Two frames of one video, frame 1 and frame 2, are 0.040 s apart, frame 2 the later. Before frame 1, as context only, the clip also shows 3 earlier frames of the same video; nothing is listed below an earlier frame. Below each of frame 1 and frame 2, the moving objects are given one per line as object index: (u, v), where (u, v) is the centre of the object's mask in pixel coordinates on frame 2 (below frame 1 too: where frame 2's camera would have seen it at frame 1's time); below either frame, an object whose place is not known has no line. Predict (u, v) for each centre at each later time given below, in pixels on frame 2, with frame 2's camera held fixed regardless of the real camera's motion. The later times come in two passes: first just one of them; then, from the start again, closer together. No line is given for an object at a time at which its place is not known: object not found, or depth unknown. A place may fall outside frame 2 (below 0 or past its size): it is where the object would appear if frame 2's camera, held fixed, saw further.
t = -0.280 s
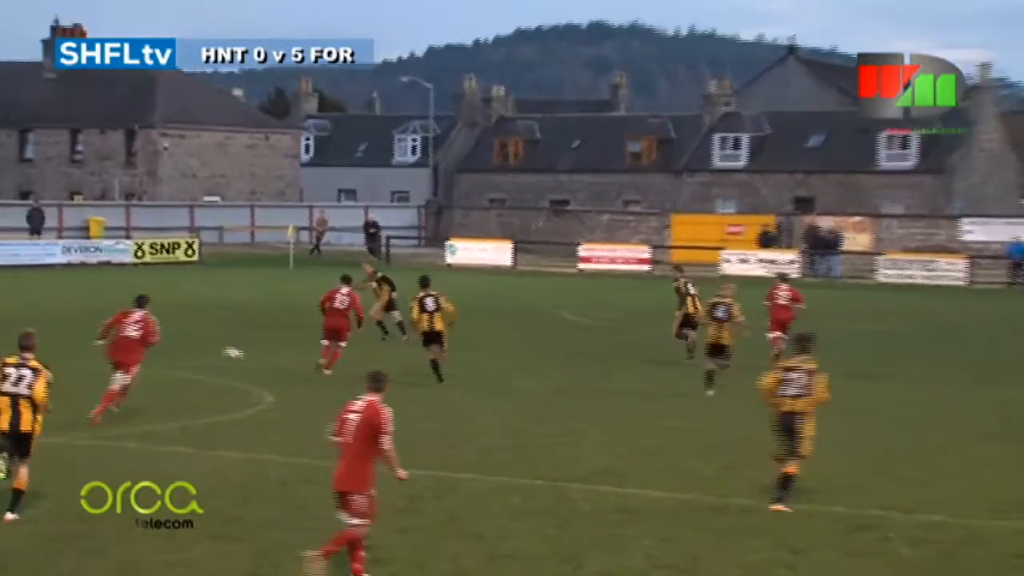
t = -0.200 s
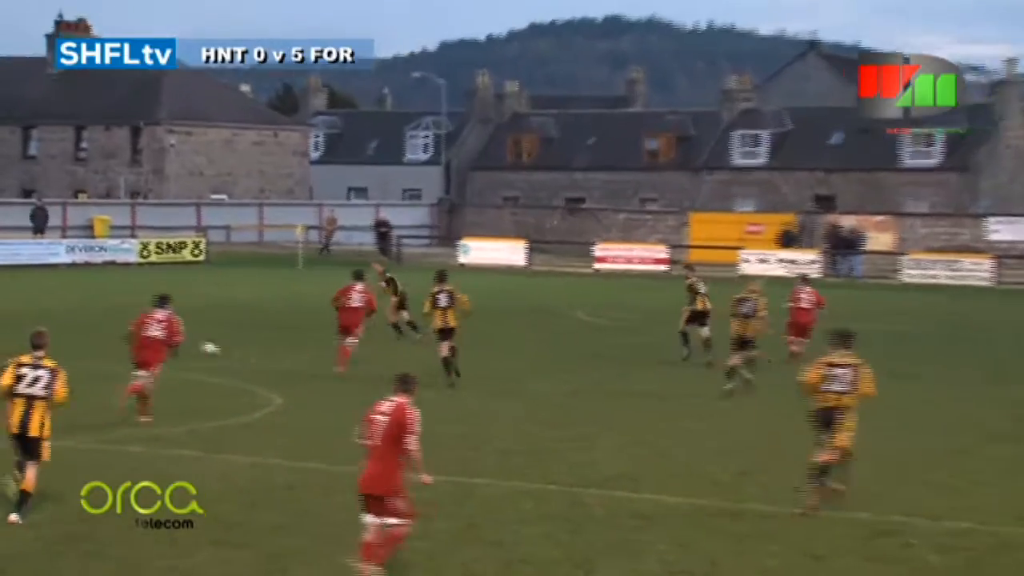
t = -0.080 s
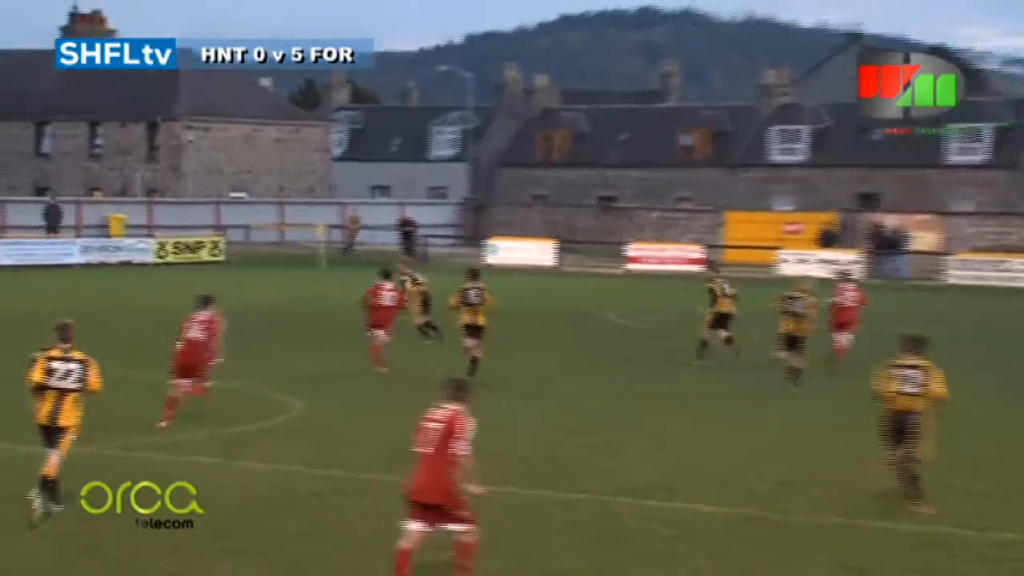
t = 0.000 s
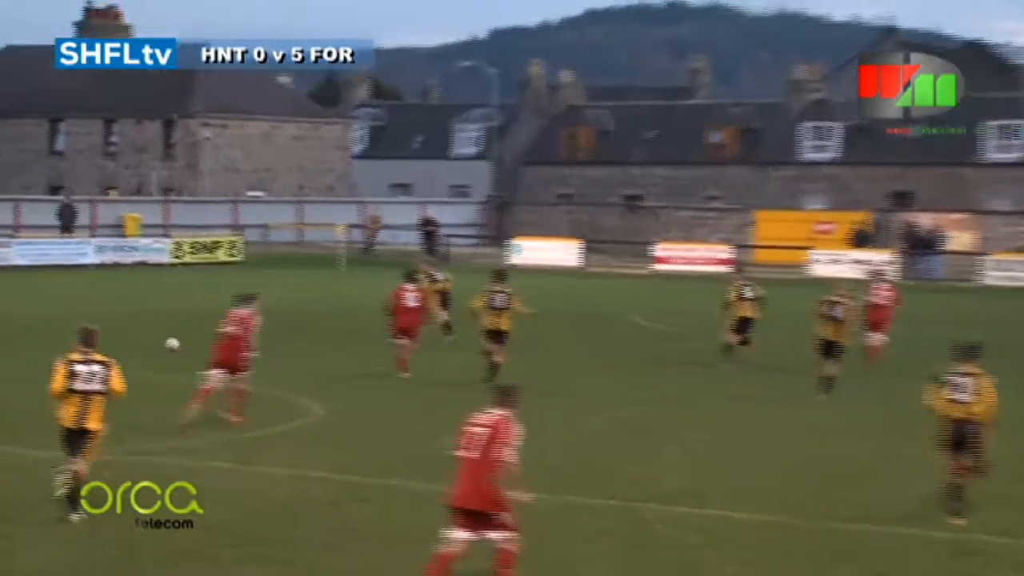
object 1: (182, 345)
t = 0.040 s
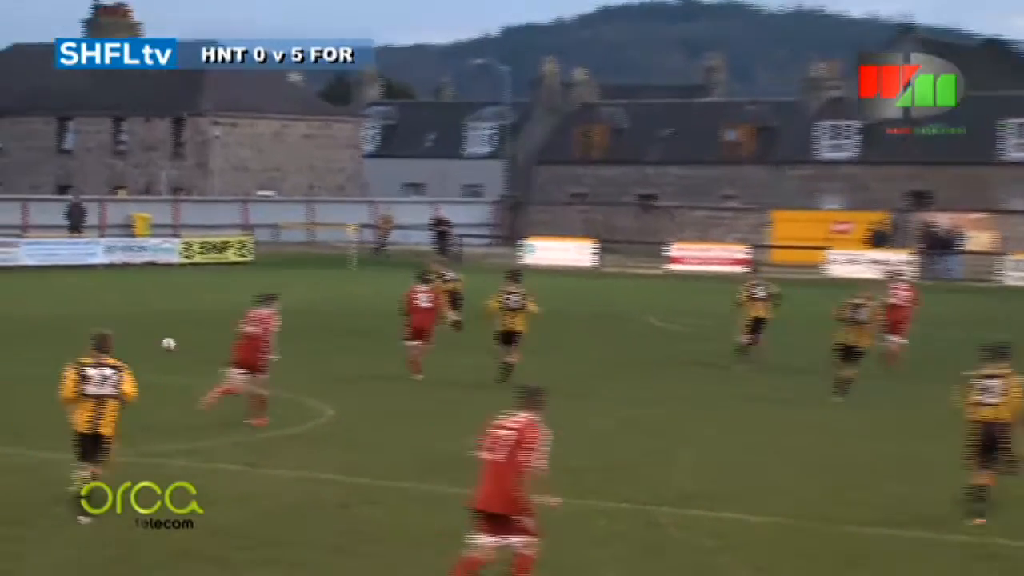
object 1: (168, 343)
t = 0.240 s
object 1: (109, 334)
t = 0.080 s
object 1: (156, 343)
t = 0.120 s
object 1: (144, 341)
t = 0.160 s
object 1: (134, 338)
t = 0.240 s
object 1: (109, 334)
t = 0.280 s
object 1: (98, 333)
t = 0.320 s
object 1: (88, 334)
